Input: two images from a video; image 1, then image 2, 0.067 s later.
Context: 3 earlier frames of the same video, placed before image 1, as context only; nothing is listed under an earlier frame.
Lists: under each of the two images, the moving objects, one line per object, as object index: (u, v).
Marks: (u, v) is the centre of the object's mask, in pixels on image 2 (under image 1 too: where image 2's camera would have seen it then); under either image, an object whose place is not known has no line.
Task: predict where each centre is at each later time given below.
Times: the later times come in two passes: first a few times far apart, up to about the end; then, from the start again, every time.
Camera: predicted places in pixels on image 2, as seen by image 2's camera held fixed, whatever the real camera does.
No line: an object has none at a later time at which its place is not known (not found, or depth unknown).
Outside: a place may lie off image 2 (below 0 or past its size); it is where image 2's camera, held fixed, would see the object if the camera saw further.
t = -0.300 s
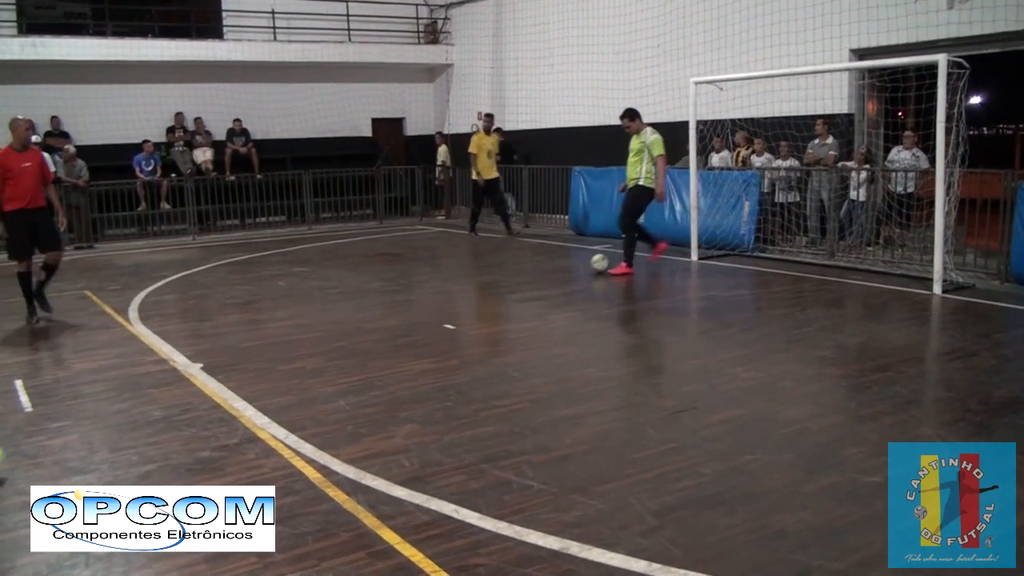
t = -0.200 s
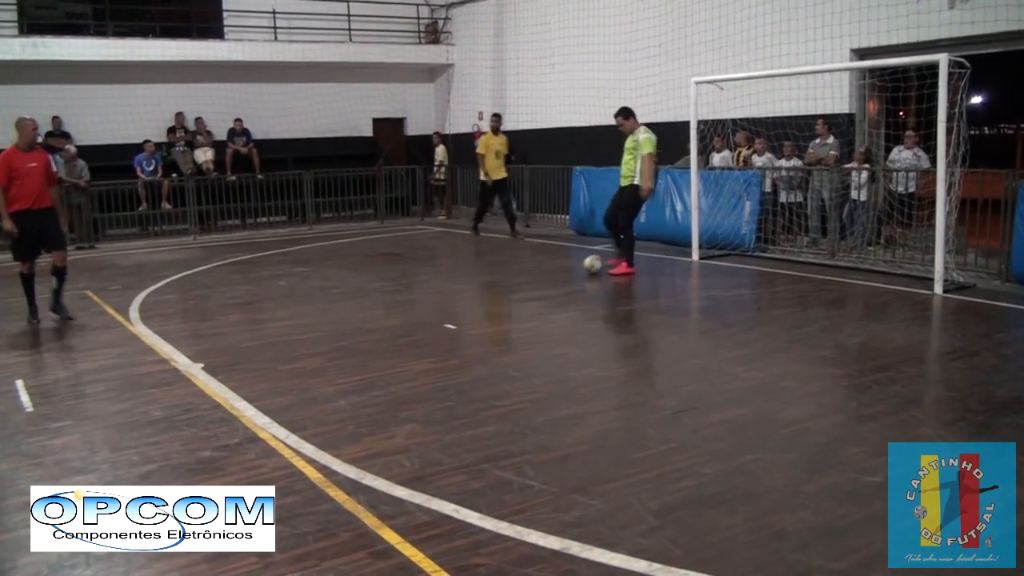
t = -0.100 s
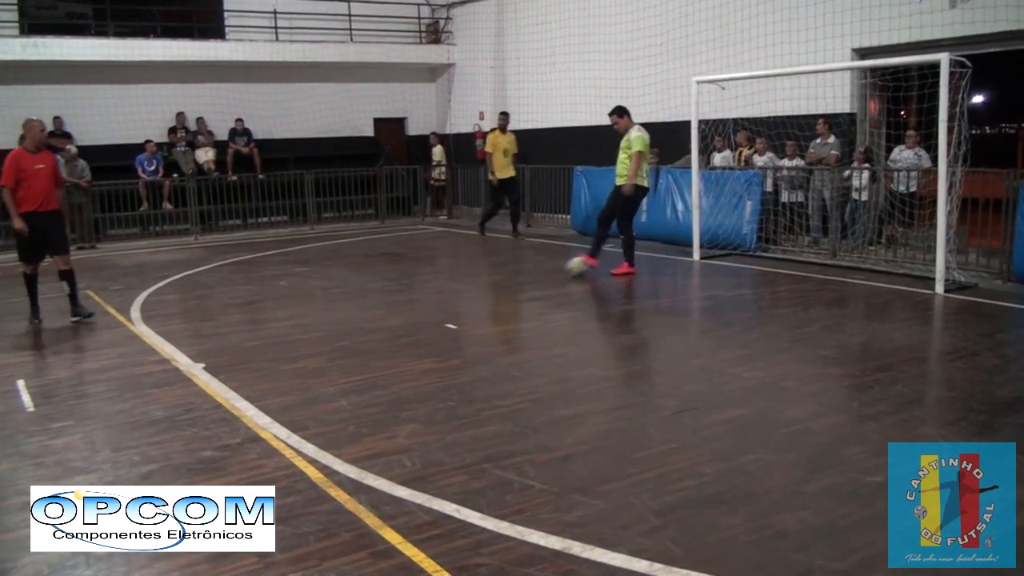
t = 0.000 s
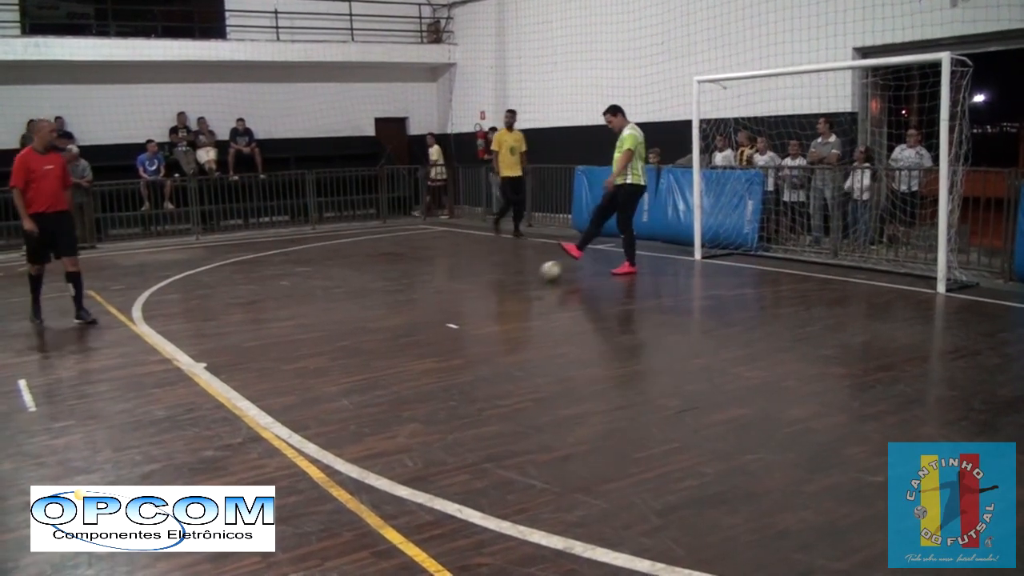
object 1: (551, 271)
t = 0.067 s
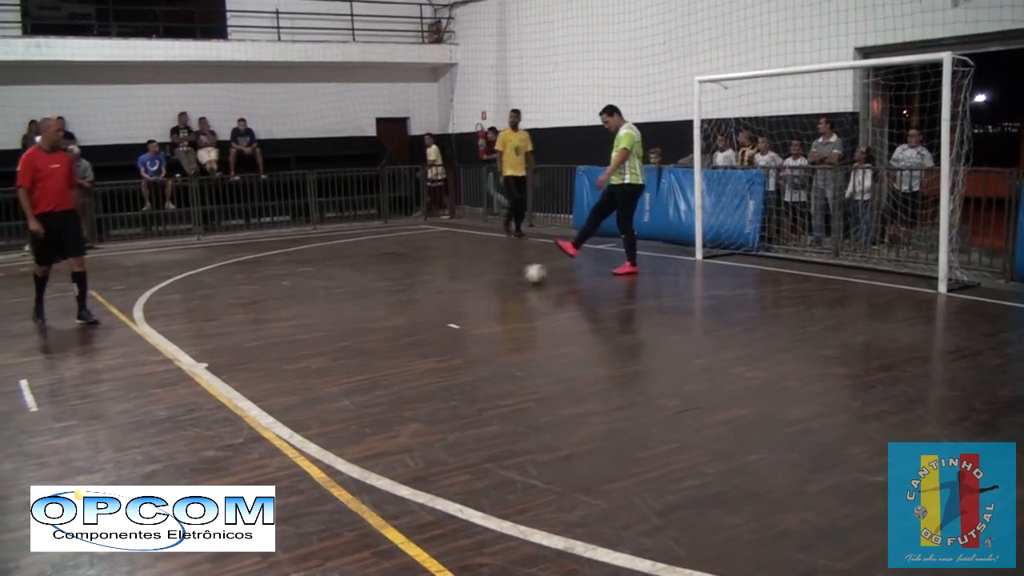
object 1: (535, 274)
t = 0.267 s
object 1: (486, 282)
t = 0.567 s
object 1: (407, 297)
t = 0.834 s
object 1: (325, 311)
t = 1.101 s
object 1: (235, 327)
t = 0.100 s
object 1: (527, 275)
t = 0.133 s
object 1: (519, 277)
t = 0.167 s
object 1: (510, 278)
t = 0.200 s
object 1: (502, 280)
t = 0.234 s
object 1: (495, 281)
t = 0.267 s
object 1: (486, 282)
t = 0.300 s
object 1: (479, 283)
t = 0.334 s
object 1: (469, 286)
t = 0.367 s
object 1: (462, 286)
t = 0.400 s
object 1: (453, 288)
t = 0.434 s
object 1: (444, 291)
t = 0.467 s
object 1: (435, 290)
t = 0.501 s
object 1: (426, 291)
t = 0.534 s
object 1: (416, 295)
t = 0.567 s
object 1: (407, 297)
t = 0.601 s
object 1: (397, 298)
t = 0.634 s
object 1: (388, 300)
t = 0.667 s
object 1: (378, 302)
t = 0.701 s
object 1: (367, 304)
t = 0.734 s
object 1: (357, 306)
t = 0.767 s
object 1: (347, 307)
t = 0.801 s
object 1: (336, 310)
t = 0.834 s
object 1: (325, 311)
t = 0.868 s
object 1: (315, 312)
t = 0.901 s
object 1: (304, 315)
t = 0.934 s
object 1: (292, 318)
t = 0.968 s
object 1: (281, 317)
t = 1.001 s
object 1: (270, 322)
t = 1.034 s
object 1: (258, 324)
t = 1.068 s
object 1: (247, 325)
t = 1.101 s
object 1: (235, 327)
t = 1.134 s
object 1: (223, 331)
